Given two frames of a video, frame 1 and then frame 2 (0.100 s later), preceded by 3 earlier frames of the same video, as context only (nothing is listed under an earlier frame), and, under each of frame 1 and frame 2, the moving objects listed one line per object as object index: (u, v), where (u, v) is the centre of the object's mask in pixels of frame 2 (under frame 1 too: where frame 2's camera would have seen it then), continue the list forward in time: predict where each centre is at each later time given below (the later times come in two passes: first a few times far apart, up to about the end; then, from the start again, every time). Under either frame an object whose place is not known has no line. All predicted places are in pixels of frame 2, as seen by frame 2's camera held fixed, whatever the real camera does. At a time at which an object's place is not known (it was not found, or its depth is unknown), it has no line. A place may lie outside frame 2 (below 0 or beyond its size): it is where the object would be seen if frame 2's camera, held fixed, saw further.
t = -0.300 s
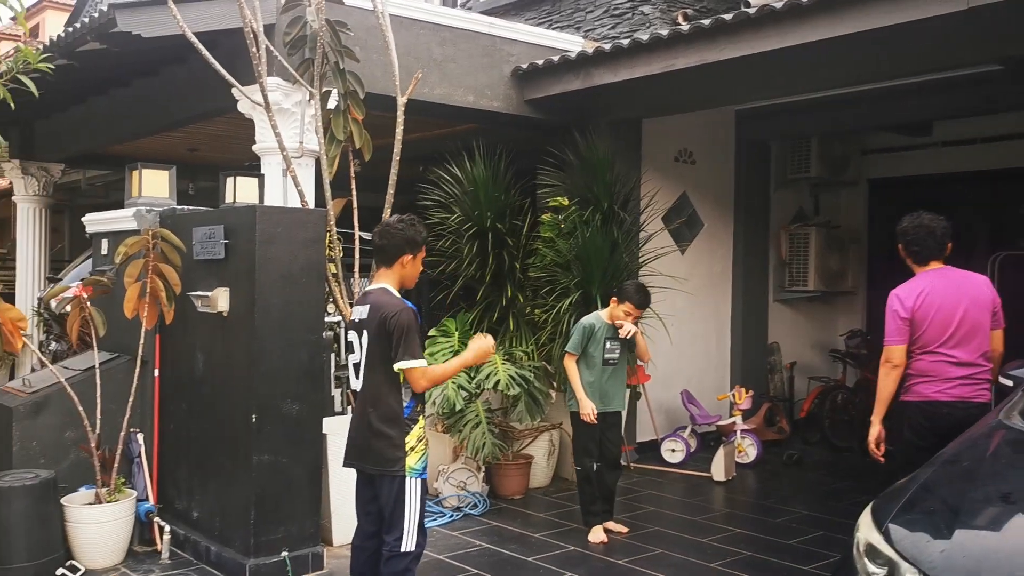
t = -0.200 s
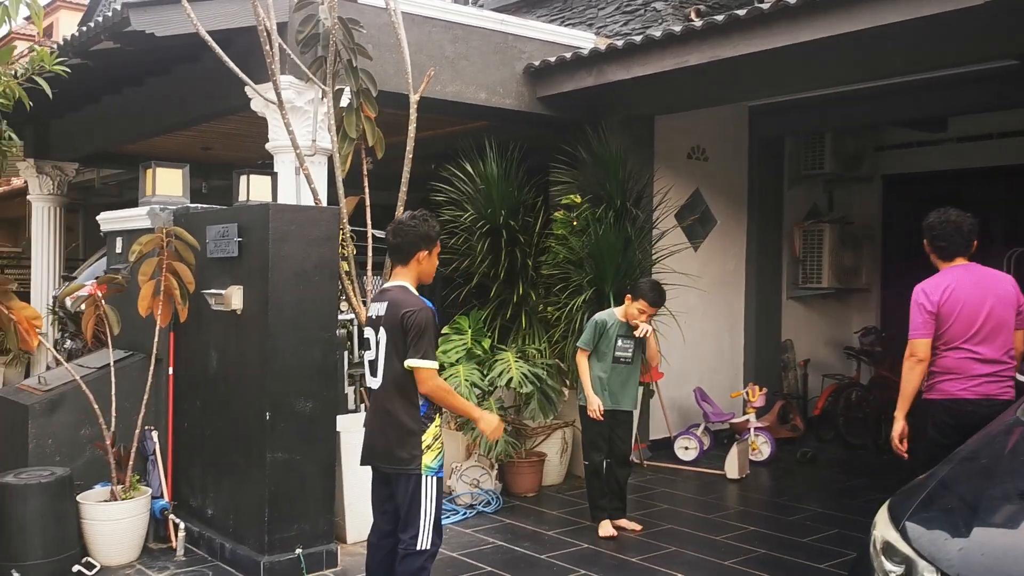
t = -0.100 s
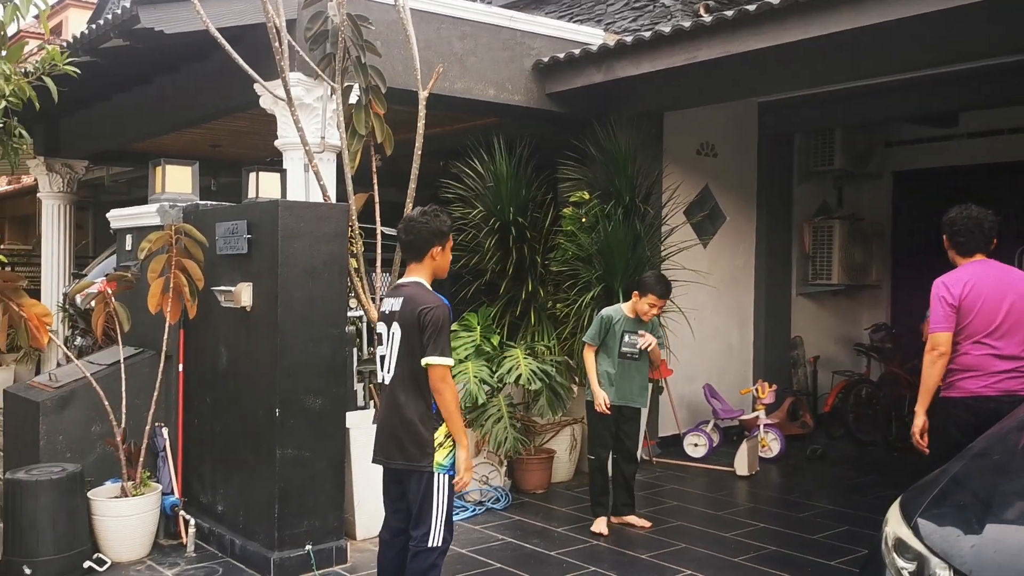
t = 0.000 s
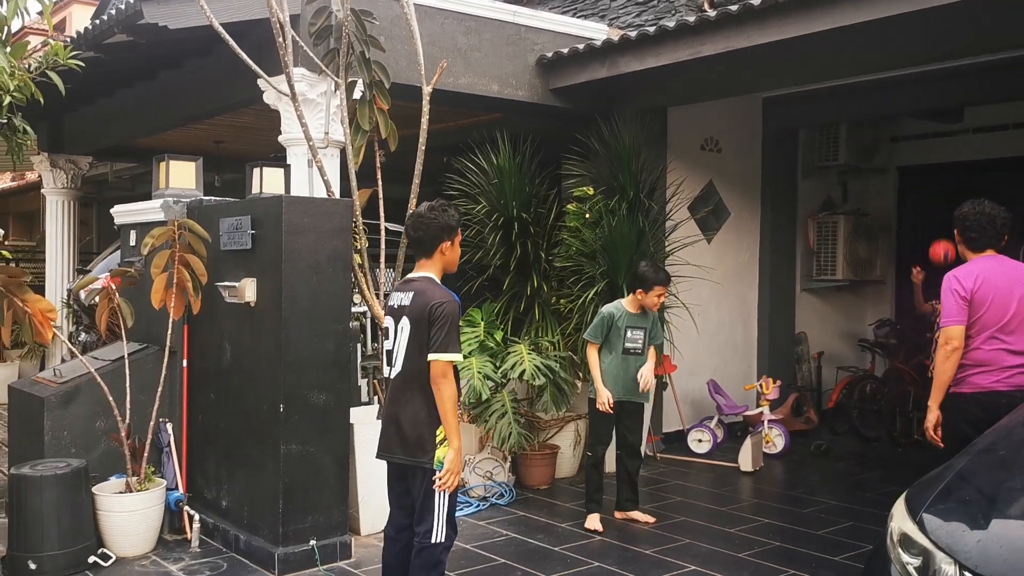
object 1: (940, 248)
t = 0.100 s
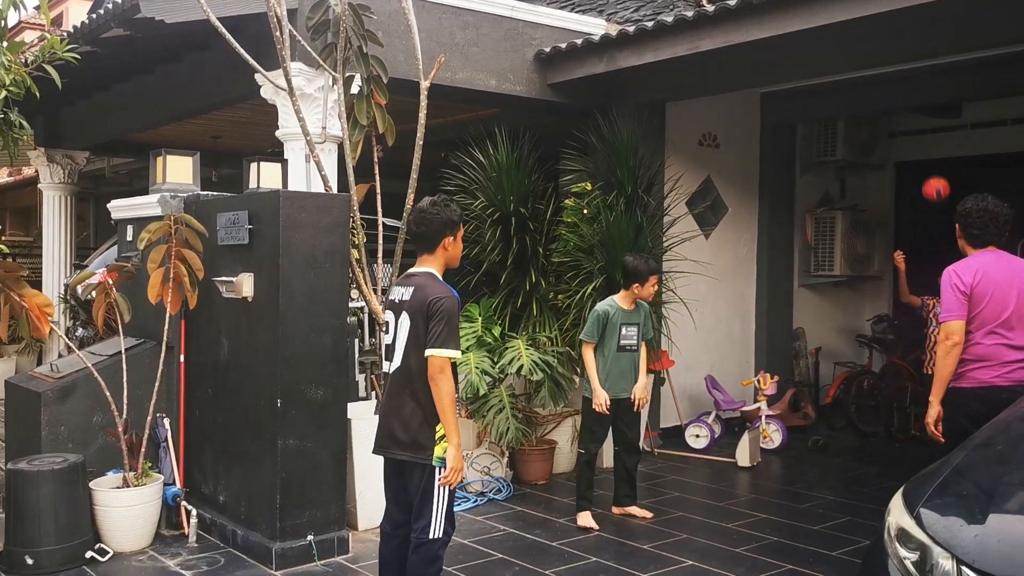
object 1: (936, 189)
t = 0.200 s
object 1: (931, 147)
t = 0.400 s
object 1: (920, 115)
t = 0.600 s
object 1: (906, 158)
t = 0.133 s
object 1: (934, 173)
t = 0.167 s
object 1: (933, 159)
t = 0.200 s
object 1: (931, 147)
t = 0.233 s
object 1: (930, 136)
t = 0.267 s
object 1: (928, 128)
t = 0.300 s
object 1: (926, 122)
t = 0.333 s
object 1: (924, 117)
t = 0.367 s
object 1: (922, 115)
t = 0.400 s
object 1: (920, 115)
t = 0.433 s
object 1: (918, 117)
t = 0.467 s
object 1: (916, 121)
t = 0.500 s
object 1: (914, 126)
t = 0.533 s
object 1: (911, 135)
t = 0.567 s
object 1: (908, 145)
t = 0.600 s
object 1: (906, 158)
